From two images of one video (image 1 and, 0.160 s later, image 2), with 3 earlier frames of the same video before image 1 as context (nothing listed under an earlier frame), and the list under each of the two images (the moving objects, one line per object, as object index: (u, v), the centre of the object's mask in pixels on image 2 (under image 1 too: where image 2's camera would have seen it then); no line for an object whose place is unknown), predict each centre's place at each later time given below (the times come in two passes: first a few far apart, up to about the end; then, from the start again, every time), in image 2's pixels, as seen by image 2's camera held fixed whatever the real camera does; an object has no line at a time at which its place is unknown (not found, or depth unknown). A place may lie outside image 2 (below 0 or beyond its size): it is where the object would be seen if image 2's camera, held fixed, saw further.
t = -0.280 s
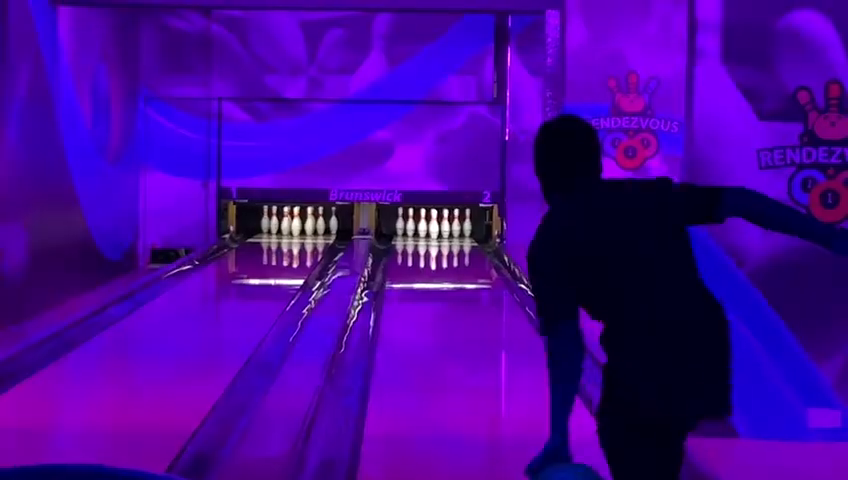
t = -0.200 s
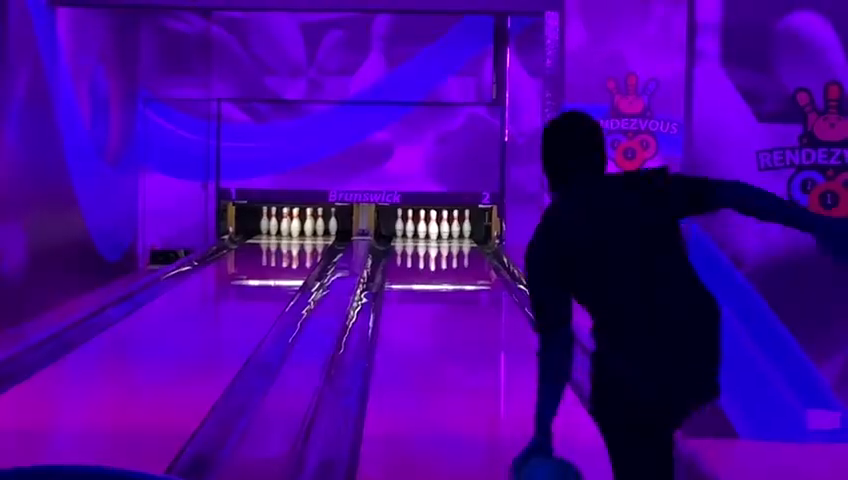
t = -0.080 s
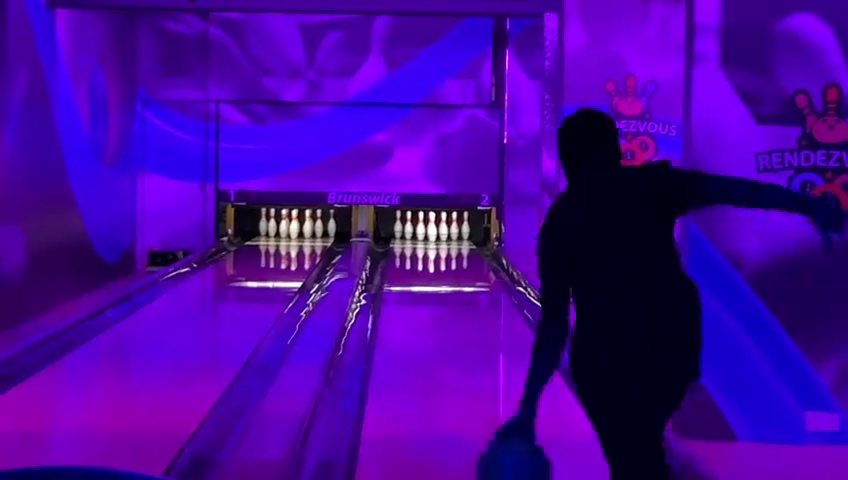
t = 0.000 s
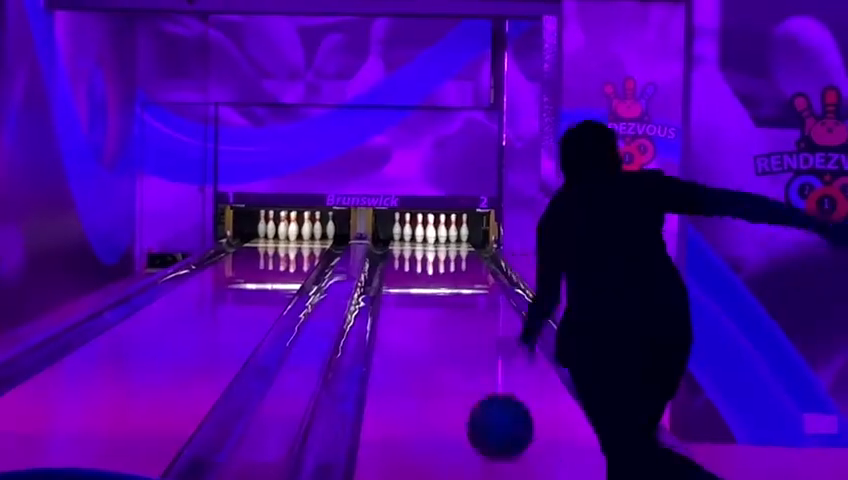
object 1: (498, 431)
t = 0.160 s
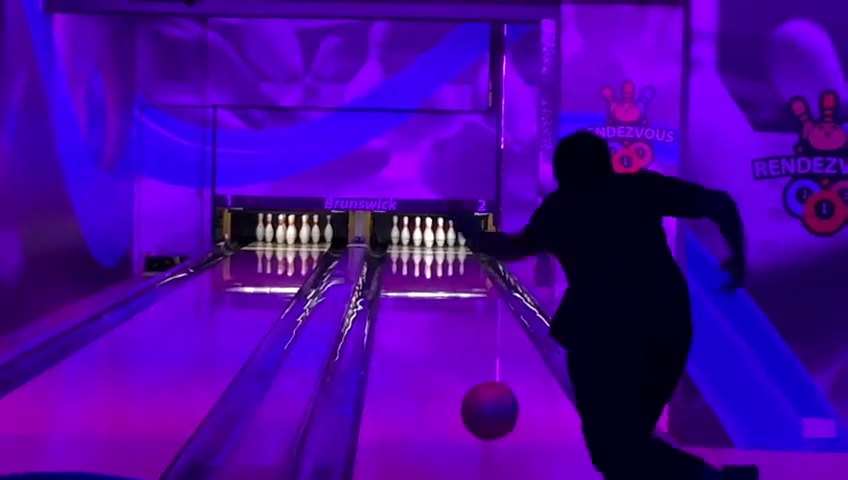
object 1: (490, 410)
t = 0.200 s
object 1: (488, 414)
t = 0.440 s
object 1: (477, 396)
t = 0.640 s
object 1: (471, 368)
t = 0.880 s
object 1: (466, 344)
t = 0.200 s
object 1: (488, 414)
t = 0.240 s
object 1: (481, 430)
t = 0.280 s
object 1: (481, 419)
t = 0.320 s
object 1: (480, 408)
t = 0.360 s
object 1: (478, 400)
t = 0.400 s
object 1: (477, 399)
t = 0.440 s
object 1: (477, 396)
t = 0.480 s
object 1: (473, 387)
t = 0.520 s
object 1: (473, 383)
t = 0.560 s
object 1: (473, 379)
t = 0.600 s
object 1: (472, 374)
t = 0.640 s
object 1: (471, 368)
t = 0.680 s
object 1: (470, 363)
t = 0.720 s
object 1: (469, 360)
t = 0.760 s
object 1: (469, 351)
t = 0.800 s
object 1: (468, 349)
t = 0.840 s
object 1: (468, 348)
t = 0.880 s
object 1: (466, 344)
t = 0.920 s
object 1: (467, 339)
